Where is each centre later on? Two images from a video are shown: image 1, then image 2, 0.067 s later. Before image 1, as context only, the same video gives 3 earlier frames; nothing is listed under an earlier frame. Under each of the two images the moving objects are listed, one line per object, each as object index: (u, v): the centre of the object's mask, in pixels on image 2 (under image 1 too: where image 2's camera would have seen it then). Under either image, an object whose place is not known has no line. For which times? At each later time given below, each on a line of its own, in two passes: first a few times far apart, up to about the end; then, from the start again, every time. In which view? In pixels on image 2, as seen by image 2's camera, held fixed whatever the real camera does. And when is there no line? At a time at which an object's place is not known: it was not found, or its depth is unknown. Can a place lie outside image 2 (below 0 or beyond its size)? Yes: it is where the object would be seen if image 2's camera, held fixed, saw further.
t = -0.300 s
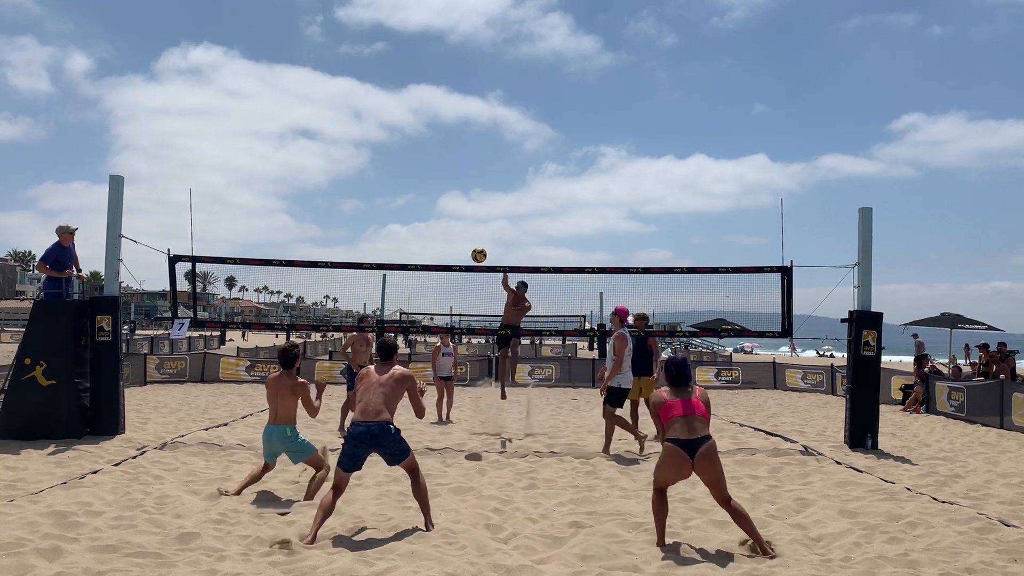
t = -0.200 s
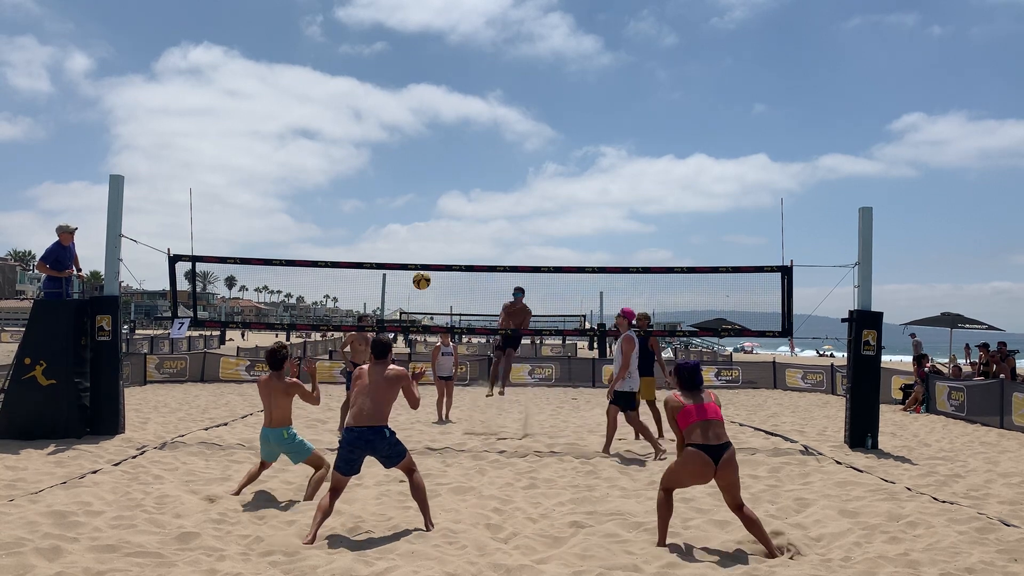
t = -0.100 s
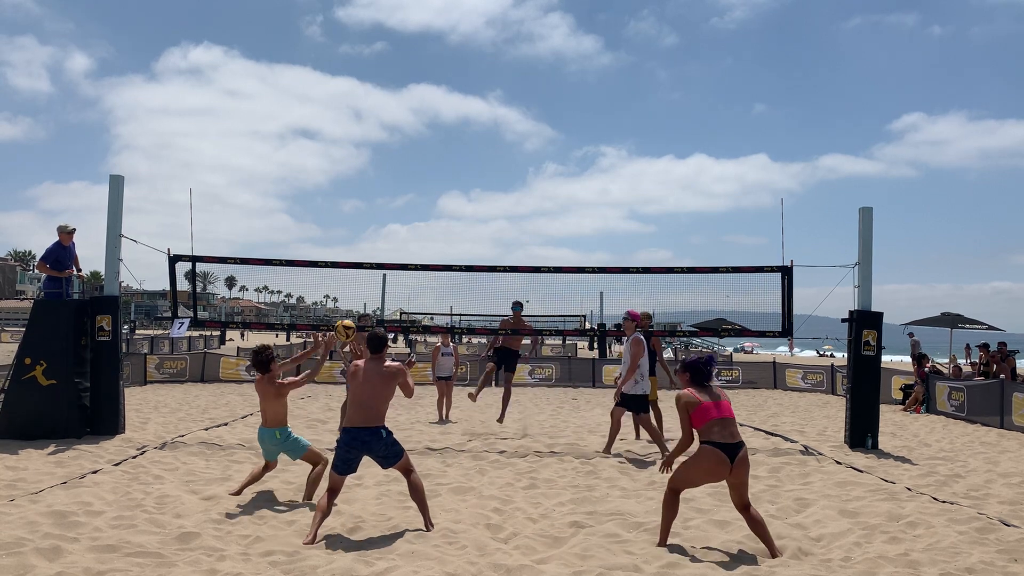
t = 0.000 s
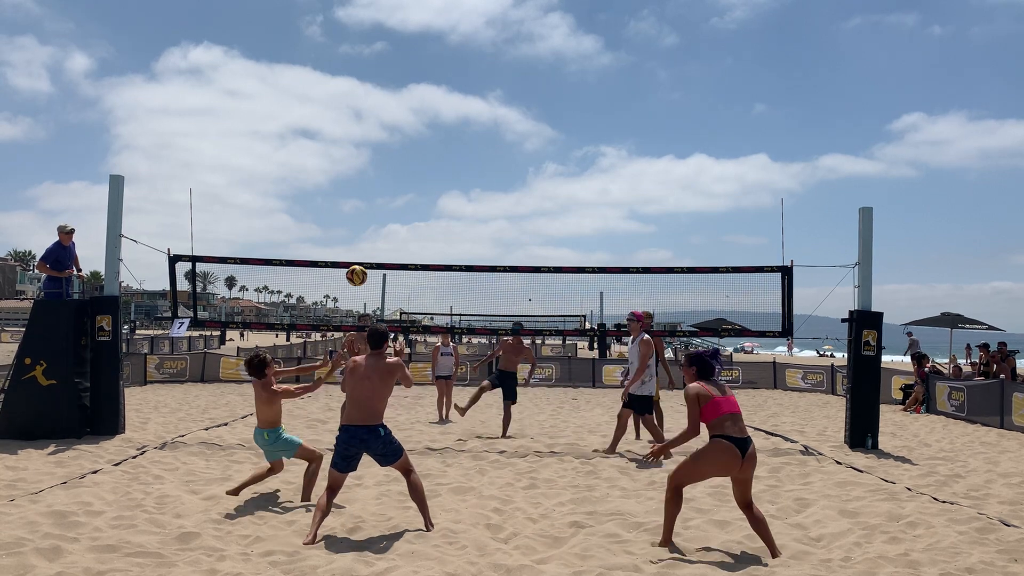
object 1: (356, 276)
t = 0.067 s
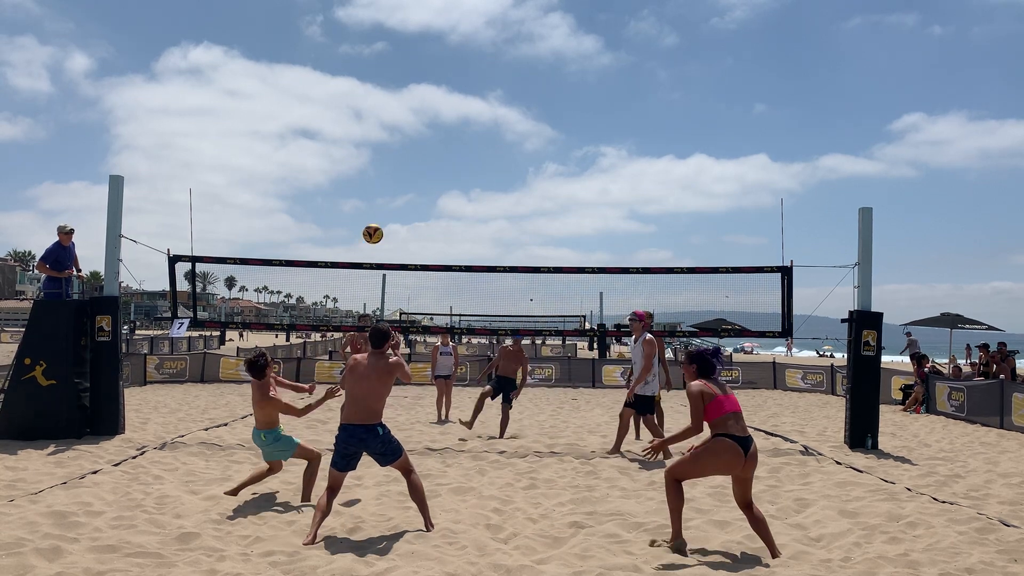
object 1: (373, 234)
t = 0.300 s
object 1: (415, 138)
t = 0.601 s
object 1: (447, 98)
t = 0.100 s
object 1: (380, 215)
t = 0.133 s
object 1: (387, 199)
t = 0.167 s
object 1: (393, 184)
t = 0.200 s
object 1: (399, 170)
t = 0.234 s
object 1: (405, 158)
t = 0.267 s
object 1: (410, 147)
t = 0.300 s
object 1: (415, 138)
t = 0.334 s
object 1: (419, 129)
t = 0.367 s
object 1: (424, 122)
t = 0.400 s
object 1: (427, 116)
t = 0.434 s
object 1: (431, 110)
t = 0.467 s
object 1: (435, 106)
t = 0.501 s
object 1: (438, 103)
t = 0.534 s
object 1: (441, 100)
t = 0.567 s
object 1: (444, 98)
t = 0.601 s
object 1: (447, 98)
